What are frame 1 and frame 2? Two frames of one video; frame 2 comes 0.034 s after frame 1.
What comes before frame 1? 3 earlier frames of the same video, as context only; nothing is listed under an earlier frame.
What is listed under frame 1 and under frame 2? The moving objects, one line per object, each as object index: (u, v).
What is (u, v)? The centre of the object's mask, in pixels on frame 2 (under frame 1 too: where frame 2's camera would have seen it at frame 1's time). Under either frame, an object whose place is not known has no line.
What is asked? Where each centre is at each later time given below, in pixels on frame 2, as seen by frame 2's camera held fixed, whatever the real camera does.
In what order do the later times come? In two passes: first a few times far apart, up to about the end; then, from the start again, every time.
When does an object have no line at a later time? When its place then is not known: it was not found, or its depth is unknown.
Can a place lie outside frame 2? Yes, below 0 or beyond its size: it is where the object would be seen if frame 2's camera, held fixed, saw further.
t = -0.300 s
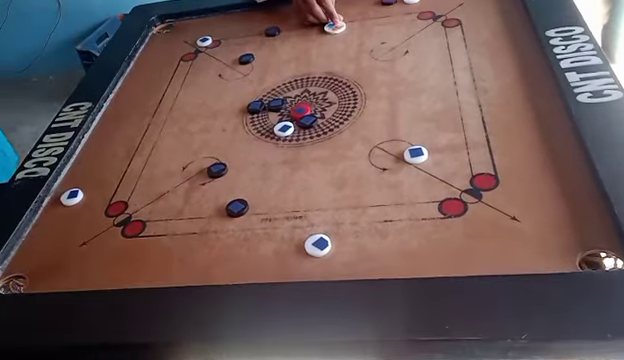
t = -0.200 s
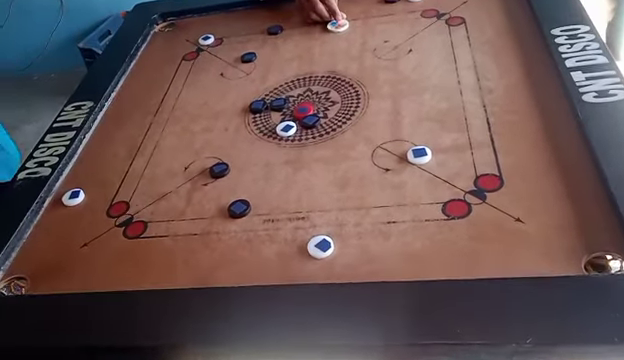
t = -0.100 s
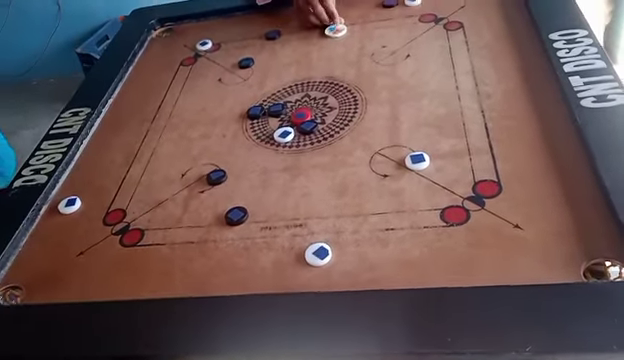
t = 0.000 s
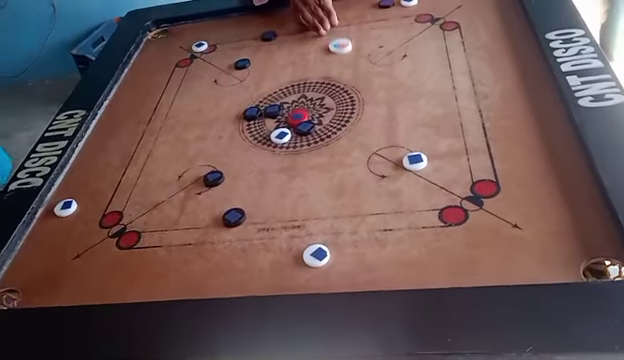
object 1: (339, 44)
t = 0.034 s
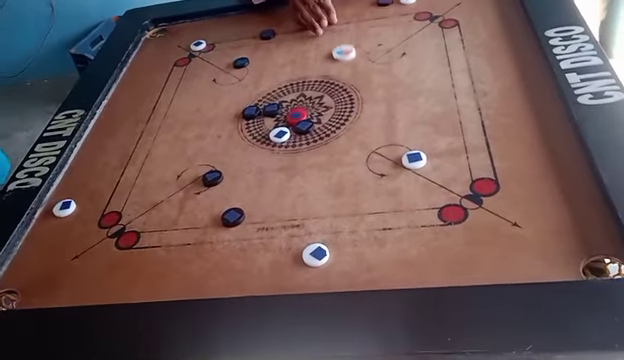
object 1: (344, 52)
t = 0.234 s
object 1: (376, 113)
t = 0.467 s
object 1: (381, 174)
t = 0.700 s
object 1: (358, 212)
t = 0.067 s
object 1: (349, 61)
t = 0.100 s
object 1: (354, 70)
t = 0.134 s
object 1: (359, 80)
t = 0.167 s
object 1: (364, 90)
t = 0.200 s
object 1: (370, 102)
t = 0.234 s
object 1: (376, 113)
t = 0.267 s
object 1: (381, 124)
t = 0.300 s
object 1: (387, 135)
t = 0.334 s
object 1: (393, 148)
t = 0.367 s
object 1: (392, 155)
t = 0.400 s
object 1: (388, 162)
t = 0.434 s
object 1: (385, 167)
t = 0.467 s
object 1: (381, 174)
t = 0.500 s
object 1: (378, 180)
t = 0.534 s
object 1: (375, 186)
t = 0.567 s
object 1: (371, 191)
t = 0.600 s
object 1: (368, 197)
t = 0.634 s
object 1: (365, 202)
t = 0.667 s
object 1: (361, 207)
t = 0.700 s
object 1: (358, 212)
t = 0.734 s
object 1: (355, 217)
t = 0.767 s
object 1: (352, 221)
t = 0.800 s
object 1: (349, 225)
